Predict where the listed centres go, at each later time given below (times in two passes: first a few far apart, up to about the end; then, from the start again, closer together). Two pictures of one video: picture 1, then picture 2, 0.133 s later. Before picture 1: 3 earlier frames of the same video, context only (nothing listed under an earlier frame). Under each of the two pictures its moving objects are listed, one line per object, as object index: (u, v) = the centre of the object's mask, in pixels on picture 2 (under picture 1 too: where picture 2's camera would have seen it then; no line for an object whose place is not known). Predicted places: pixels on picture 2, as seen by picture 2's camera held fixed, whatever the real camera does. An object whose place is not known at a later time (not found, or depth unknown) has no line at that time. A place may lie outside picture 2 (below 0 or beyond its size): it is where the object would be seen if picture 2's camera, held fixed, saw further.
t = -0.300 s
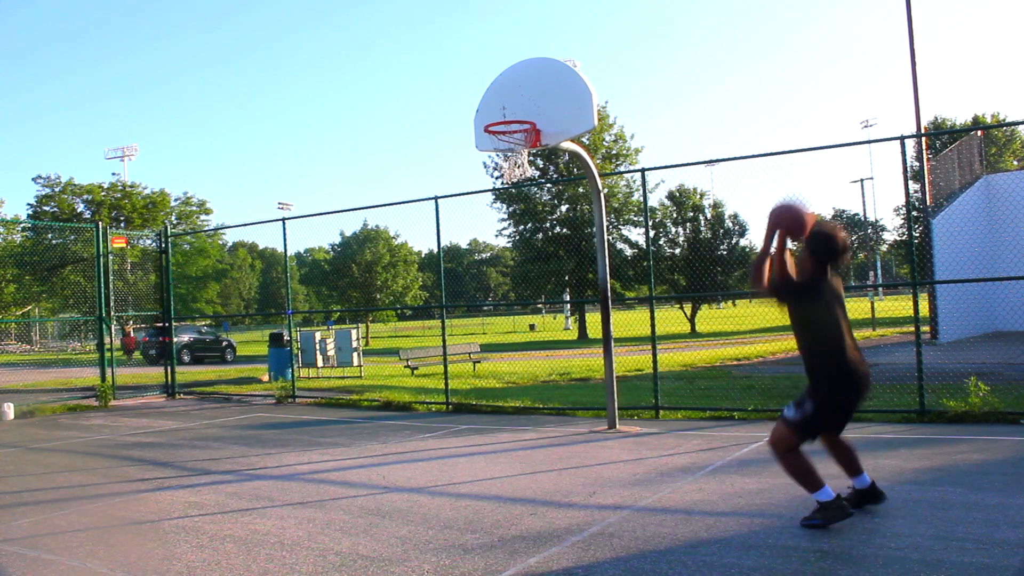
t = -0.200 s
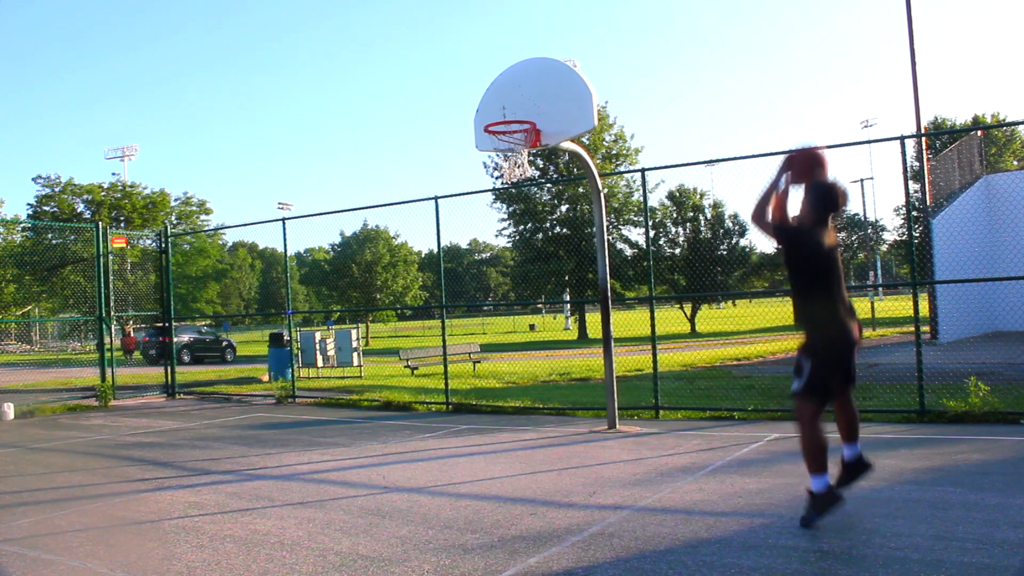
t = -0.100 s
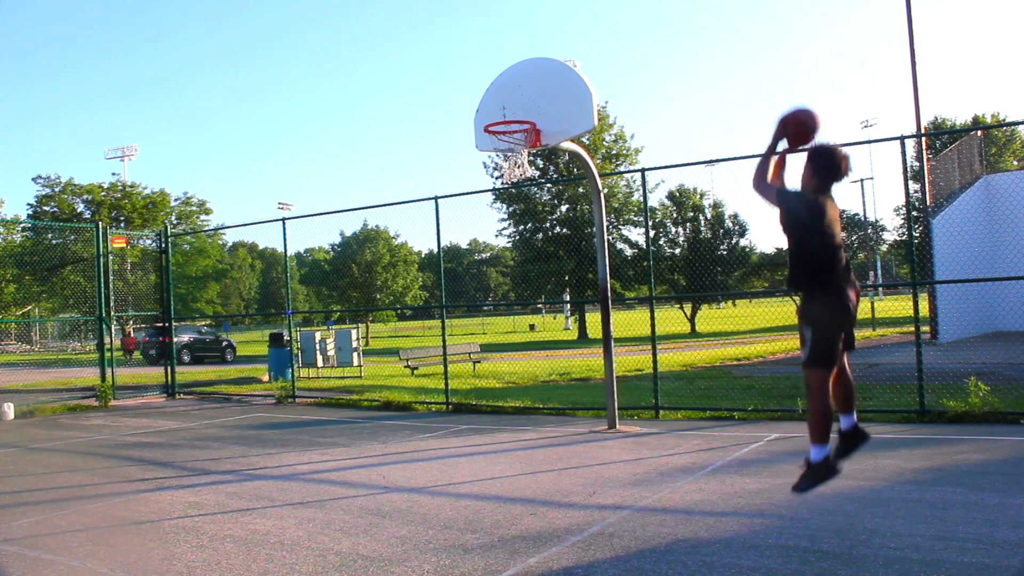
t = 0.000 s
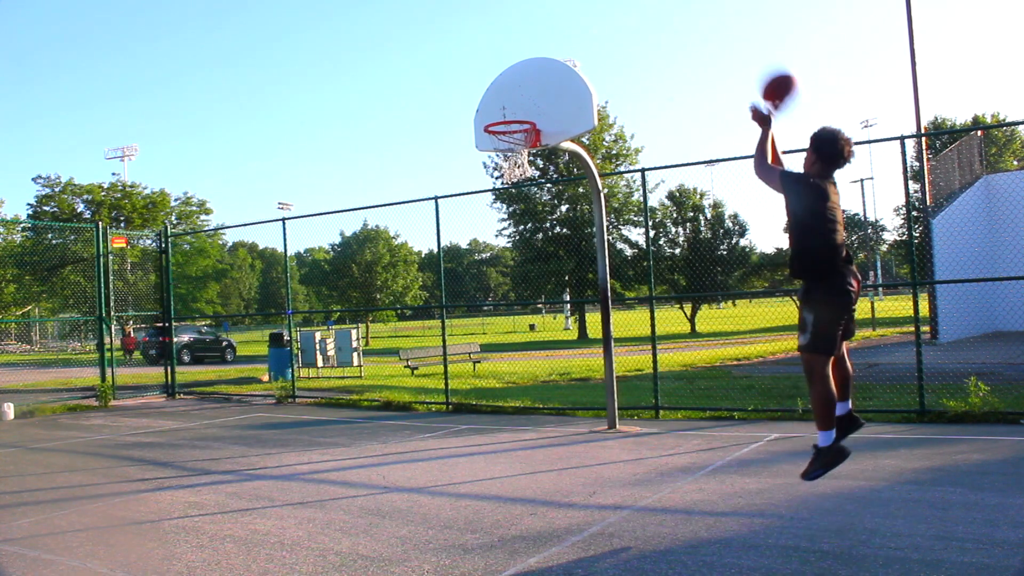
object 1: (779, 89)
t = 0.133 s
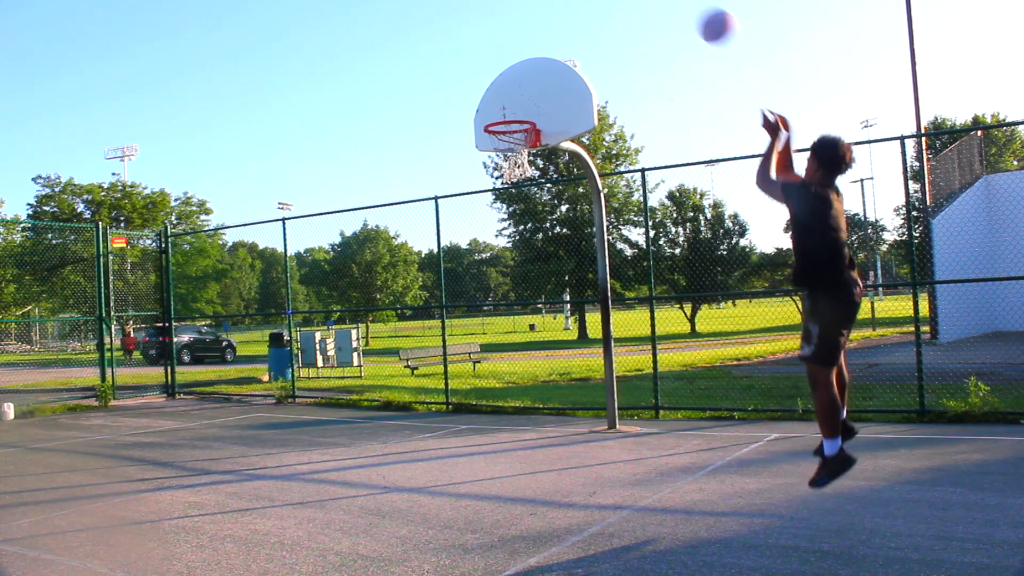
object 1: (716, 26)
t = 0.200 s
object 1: (688, 11)
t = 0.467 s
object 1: (599, 7)
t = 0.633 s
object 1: (557, 38)
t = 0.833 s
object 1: (518, 106)
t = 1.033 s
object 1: (511, 51)
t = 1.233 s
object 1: (507, 36)
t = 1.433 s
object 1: (505, 62)
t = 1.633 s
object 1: (506, 125)
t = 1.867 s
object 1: (517, 191)
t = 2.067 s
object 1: (527, 264)
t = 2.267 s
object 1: (538, 378)
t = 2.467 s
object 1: (544, 382)
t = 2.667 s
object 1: (545, 314)
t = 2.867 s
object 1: (549, 290)
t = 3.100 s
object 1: (556, 307)
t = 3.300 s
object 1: (563, 363)
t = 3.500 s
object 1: (570, 404)
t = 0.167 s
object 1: (702, 16)
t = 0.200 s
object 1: (688, 11)
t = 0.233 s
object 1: (674, 8)
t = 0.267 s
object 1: (662, 6)
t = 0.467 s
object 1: (599, 7)
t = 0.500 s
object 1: (590, 10)
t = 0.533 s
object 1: (581, 13)
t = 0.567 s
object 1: (573, 21)
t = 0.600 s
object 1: (565, 29)
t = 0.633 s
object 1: (557, 38)
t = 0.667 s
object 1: (550, 49)
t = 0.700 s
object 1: (542, 62)
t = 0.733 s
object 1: (537, 73)
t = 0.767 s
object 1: (530, 86)
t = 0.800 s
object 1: (524, 100)
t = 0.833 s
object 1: (518, 106)
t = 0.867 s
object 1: (517, 93)
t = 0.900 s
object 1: (516, 83)
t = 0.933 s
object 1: (515, 74)
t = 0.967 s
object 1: (514, 65)
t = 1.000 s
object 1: (512, 57)
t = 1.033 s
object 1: (511, 51)
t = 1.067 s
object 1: (510, 45)
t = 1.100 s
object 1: (510, 41)
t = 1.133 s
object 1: (509, 38)
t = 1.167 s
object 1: (508, 37)
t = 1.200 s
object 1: (507, 36)
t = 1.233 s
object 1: (507, 36)
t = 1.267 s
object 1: (506, 38)
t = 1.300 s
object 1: (506, 40)
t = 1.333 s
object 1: (506, 44)
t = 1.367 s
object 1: (505, 49)
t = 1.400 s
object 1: (505, 55)
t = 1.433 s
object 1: (505, 62)
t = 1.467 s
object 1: (505, 70)
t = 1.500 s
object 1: (505, 80)
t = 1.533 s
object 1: (504, 91)
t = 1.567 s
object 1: (504, 102)
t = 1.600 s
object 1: (505, 113)
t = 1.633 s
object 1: (506, 125)
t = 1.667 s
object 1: (506, 137)
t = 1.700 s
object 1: (508, 147)
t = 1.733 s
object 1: (505, 158)
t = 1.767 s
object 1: (509, 168)
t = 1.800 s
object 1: (515, 174)
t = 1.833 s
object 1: (515, 182)
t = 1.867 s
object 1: (517, 191)
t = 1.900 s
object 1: (519, 200)
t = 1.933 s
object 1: (520, 210)
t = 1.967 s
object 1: (522, 222)
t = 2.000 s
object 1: (524, 236)
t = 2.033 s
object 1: (525, 250)
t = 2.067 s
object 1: (527, 264)
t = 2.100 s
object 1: (528, 280)
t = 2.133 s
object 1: (530, 297)
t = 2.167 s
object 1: (531, 314)
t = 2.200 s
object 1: (533, 334)
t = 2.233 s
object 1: (536, 352)
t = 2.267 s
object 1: (538, 378)
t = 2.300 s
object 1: (541, 395)
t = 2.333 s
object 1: (543, 418)
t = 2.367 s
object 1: (544, 426)
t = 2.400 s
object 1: (545, 410)
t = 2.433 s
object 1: (545, 394)
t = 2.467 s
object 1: (544, 382)
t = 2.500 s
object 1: (544, 366)
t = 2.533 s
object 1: (545, 352)
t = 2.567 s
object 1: (545, 343)
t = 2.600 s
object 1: (545, 333)
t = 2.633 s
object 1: (546, 322)
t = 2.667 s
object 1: (545, 314)
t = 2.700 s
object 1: (546, 307)
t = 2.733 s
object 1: (547, 302)
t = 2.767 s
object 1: (548, 297)
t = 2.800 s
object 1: (548, 293)
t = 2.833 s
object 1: (548, 291)
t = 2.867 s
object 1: (549, 290)
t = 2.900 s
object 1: (550, 289)
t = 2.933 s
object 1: (550, 289)
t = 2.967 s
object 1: (551, 291)
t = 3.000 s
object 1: (553, 293)
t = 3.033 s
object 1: (553, 296)
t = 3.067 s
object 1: (555, 302)
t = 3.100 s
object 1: (556, 307)
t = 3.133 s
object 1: (557, 314)
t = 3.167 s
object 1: (558, 321)
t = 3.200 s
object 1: (559, 330)
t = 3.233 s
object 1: (560, 340)
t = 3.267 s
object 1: (561, 350)
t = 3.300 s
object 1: (563, 363)
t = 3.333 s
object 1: (564, 377)
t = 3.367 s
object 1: (566, 388)
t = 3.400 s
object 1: (568, 403)
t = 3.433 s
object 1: (570, 417)
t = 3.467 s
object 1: (570, 416)
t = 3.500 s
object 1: (570, 404)
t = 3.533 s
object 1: (570, 393)
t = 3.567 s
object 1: (570, 384)
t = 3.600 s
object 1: (570, 376)
